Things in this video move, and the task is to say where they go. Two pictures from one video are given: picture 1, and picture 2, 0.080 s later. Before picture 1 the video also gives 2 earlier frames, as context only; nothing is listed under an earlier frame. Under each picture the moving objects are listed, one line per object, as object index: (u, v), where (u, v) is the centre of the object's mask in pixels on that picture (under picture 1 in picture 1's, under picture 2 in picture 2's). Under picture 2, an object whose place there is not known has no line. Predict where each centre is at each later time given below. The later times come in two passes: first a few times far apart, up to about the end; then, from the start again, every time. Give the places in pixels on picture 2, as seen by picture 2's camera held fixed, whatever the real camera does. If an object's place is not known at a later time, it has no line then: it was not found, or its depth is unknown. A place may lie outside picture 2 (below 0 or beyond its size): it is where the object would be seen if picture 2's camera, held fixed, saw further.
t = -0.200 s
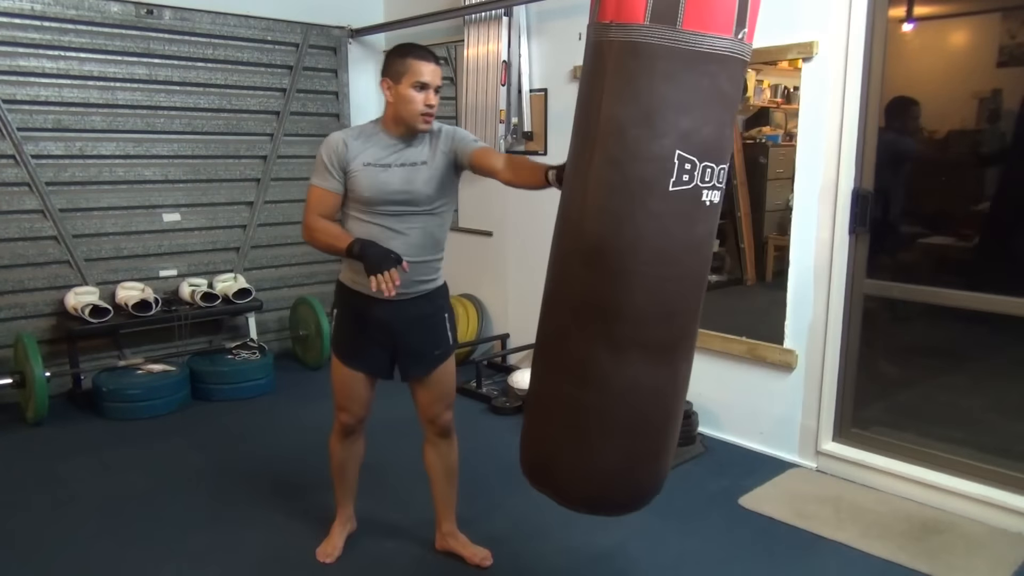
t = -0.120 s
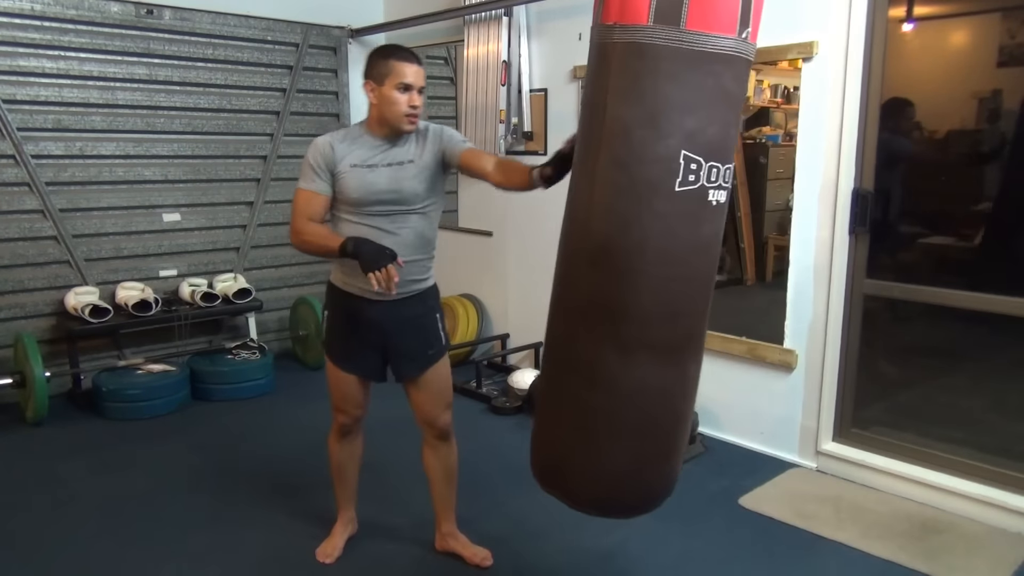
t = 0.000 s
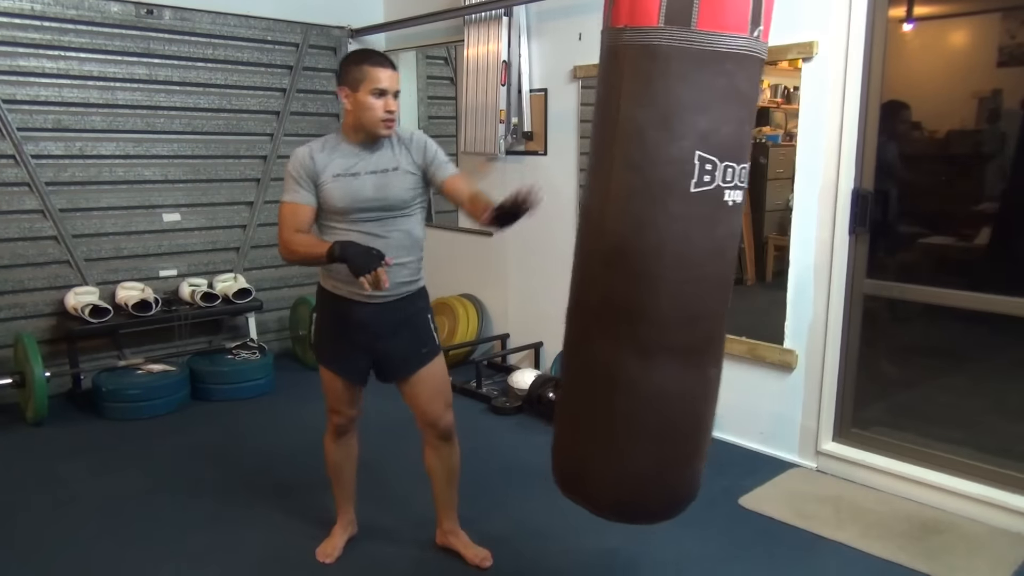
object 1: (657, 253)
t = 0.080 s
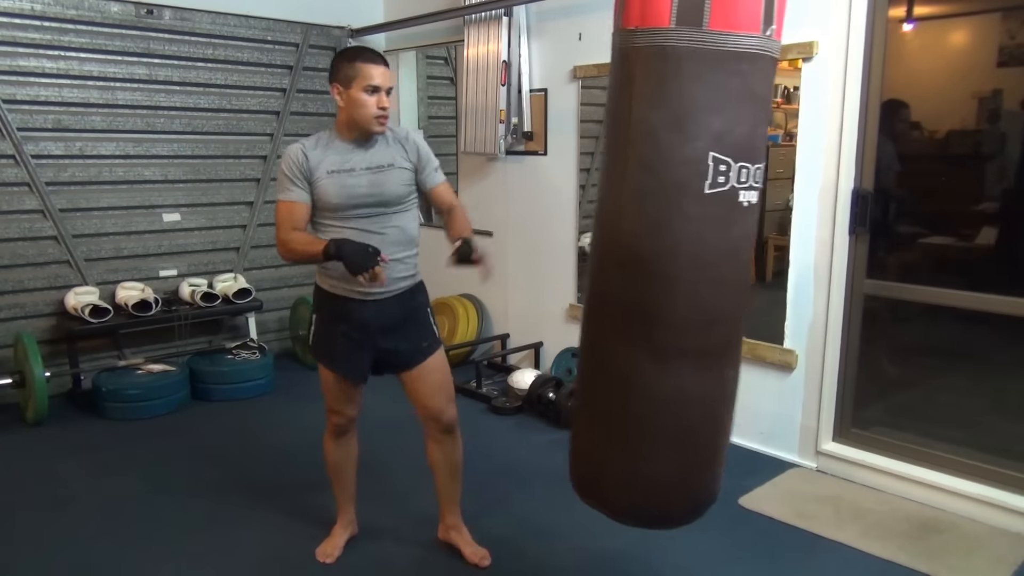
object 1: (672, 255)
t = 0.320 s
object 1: (728, 268)
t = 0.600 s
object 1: (799, 281)
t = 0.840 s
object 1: (839, 287)
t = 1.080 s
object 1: (841, 288)
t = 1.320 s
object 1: (801, 285)
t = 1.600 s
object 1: (729, 279)
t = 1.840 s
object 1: (672, 262)
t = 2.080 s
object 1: (640, 251)
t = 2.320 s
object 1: (637, 246)
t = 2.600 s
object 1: (667, 249)
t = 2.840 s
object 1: (716, 262)
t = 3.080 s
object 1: (775, 276)
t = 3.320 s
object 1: (821, 285)
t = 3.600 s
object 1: (836, 288)
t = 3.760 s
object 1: (821, 288)
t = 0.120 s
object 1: (681, 258)
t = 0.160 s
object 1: (689, 258)
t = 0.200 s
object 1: (699, 260)
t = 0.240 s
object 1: (707, 262)
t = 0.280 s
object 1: (718, 266)
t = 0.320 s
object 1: (728, 268)
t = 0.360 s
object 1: (739, 269)
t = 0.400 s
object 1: (749, 270)
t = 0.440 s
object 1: (760, 274)
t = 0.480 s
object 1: (770, 274)
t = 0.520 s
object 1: (780, 274)
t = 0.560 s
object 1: (790, 277)
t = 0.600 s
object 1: (799, 281)
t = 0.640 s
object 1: (807, 281)
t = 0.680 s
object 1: (816, 284)
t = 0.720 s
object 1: (823, 283)
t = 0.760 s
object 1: (829, 284)
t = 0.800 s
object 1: (834, 285)
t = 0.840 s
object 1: (839, 287)
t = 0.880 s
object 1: (842, 286)
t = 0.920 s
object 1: (844, 288)
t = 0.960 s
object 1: (844, 286)
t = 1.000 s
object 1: (844, 286)
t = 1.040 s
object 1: (843, 287)
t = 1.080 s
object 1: (841, 288)
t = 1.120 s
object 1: (836, 289)
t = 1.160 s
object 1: (831, 286)
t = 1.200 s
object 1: (825, 286)
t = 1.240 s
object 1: (818, 286)
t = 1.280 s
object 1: (810, 287)
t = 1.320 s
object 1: (801, 285)
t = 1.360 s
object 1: (792, 286)
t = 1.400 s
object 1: (783, 282)
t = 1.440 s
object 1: (773, 283)
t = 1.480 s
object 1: (762, 282)
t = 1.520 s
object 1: (751, 282)
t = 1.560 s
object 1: (740, 279)
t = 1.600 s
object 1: (729, 279)
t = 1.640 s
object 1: (719, 276)
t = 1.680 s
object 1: (709, 274)
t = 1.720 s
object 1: (699, 272)
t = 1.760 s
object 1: (689, 267)
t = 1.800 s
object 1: (681, 266)
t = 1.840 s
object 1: (672, 262)
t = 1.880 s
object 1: (666, 261)
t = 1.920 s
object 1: (659, 259)
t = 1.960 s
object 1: (652, 255)
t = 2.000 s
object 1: (648, 255)
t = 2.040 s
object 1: (643, 252)
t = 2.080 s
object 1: (640, 251)
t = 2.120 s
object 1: (638, 250)
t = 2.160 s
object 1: (636, 249)
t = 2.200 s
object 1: (635, 247)
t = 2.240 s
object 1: (635, 246)
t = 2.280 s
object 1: (635, 245)
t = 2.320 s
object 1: (637, 246)
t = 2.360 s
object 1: (638, 244)
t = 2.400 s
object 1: (642, 246)
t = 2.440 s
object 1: (645, 245)
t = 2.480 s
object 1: (650, 247)
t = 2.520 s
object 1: (655, 247)
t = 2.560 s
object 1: (661, 249)
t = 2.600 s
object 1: (667, 249)
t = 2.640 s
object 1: (675, 252)
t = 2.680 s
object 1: (682, 252)
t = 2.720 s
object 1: (690, 255)
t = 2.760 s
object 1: (698, 256)
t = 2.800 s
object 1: (707, 258)
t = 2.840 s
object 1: (716, 262)
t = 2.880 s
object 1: (726, 264)
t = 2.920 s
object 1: (736, 267)
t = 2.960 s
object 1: (745, 267)
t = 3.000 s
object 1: (755, 270)
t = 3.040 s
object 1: (765, 273)
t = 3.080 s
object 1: (775, 276)
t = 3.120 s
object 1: (784, 276)
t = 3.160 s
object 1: (792, 281)
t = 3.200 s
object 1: (800, 281)
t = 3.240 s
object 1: (808, 284)
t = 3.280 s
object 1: (815, 284)
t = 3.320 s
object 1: (821, 285)
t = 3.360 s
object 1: (826, 288)
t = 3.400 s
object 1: (830, 287)
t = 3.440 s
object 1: (833, 287)
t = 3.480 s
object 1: (836, 287)
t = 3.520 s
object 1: (837, 288)
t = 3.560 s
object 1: (838, 290)
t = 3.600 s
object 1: (836, 288)
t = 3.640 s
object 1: (834, 290)
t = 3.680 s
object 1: (830, 288)
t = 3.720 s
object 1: (827, 288)
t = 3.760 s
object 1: (821, 288)
